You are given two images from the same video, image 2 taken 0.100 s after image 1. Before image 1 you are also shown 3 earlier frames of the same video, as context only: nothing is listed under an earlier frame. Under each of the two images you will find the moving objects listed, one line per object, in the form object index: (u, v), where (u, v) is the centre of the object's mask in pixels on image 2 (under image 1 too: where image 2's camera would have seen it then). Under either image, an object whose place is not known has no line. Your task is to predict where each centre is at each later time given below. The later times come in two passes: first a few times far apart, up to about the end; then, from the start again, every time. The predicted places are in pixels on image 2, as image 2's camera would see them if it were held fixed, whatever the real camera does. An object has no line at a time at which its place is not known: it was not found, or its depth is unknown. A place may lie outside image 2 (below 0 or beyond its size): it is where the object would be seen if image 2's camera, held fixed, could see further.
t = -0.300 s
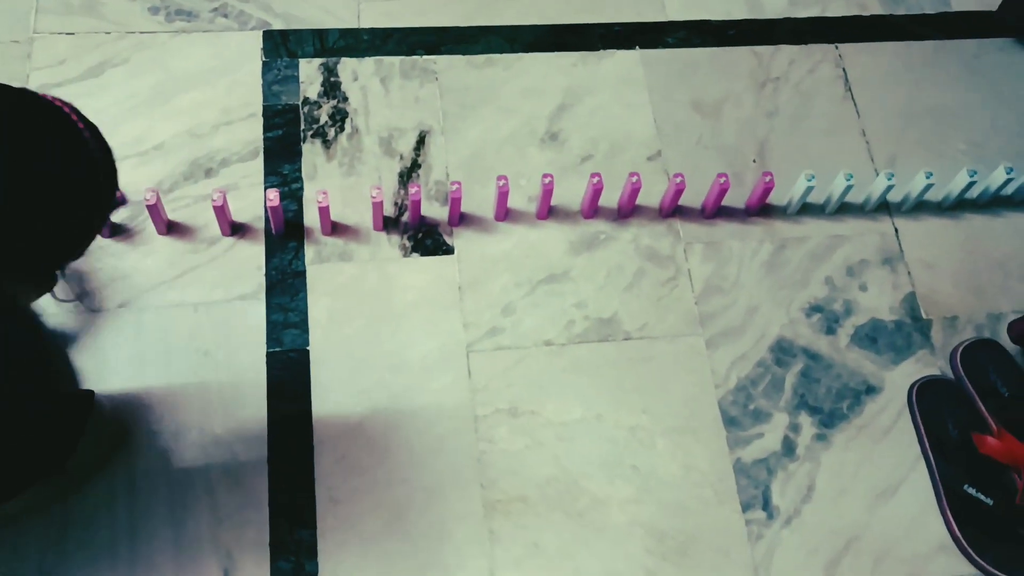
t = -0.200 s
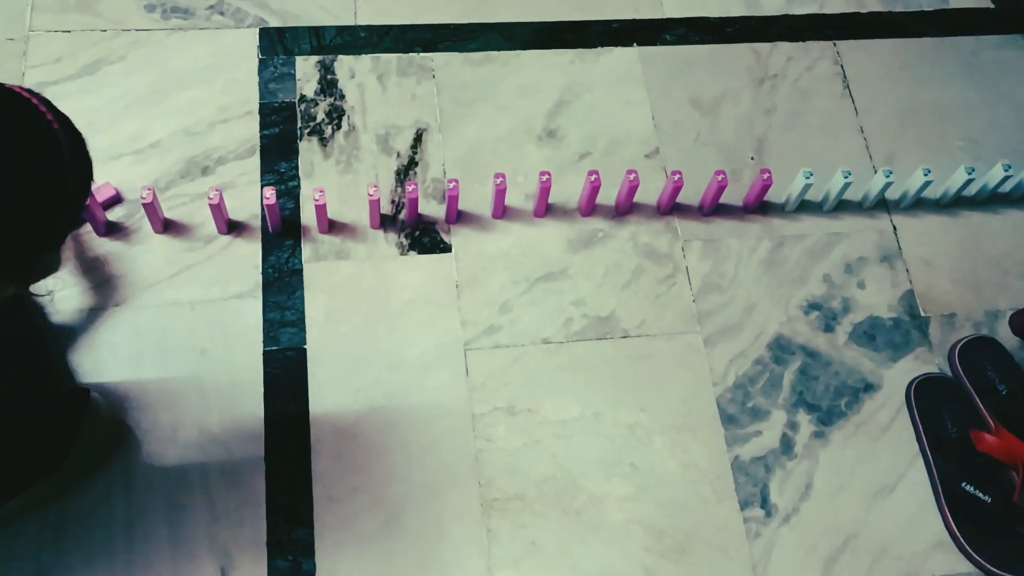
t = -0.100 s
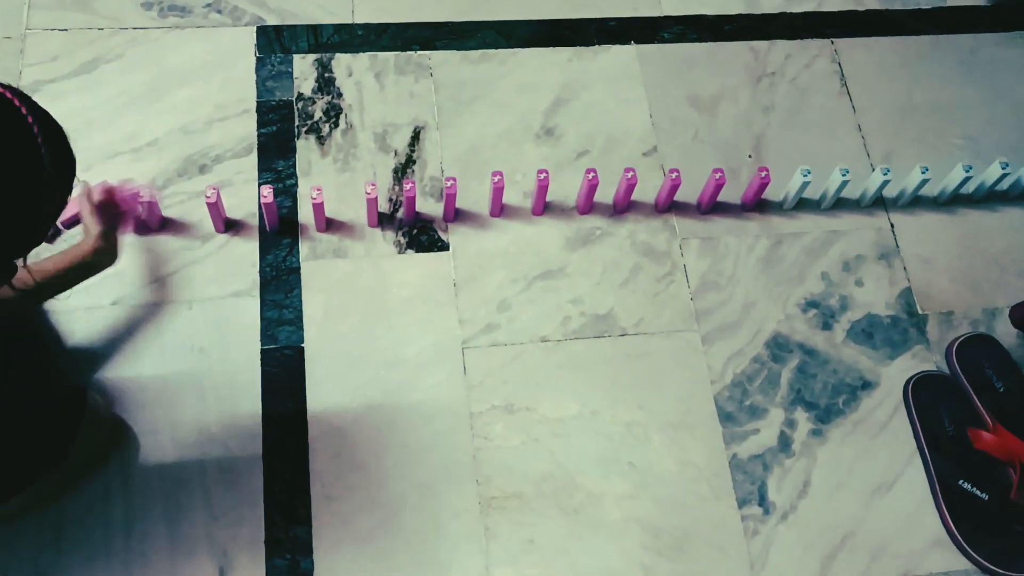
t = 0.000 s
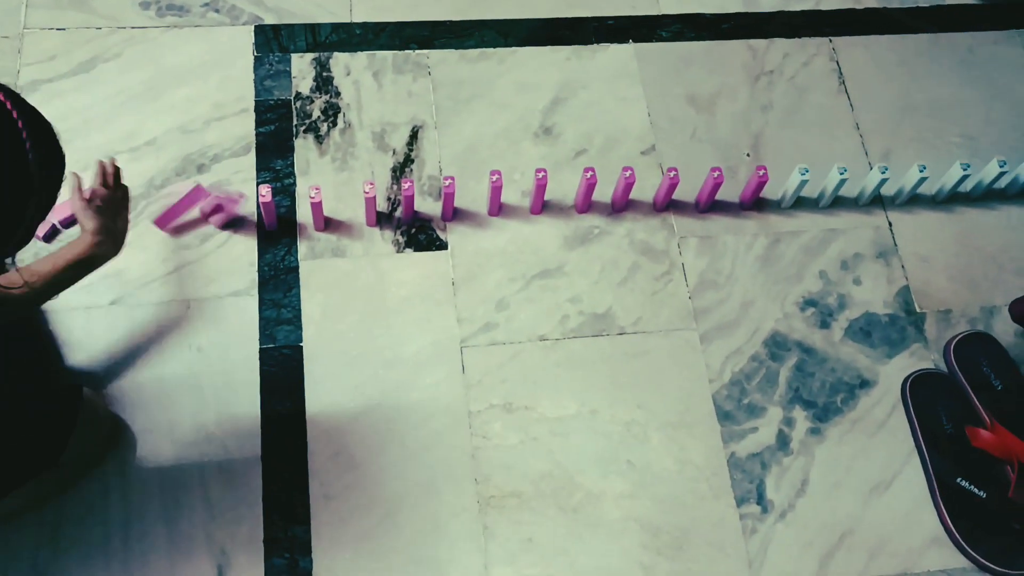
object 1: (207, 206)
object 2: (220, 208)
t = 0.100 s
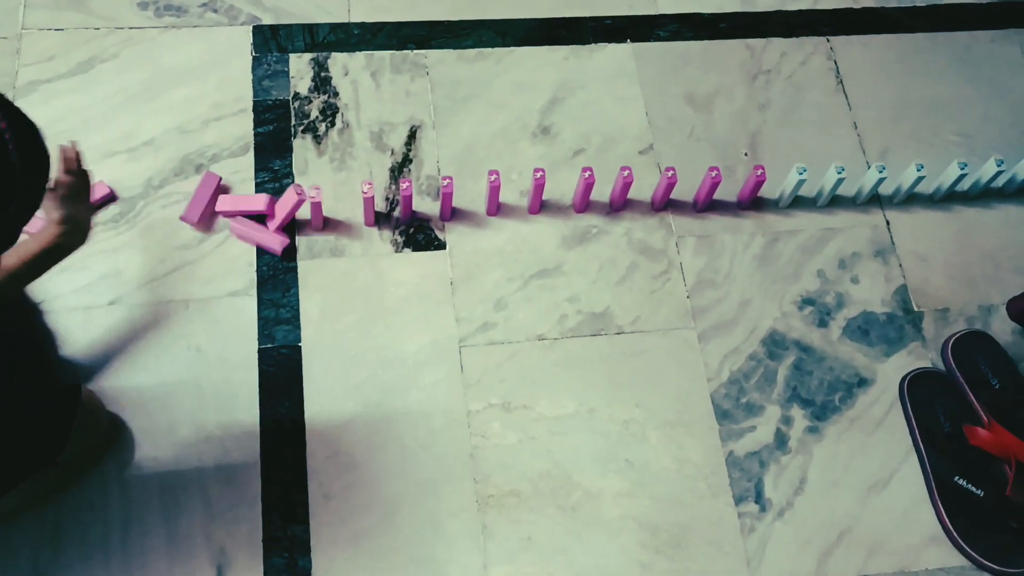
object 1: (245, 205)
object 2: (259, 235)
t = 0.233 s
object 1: (250, 200)
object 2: (264, 257)
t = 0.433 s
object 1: (251, 199)
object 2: (253, 275)
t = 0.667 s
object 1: (250, 199)
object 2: (252, 277)
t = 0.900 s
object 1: (251, 199)
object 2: (252, 277)
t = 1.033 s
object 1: (251, 199)
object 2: (252, 277)
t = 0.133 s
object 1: (246, 204)
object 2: (262, 241)
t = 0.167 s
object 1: (247, 202)
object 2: (264, 247)
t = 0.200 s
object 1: (249, 201)
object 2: (265, 254)
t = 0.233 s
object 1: (250, 200)
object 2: (264, 257)
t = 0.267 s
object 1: (251, 199)
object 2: (262, 260)
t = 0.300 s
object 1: (250, 199)
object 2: (260, 263)
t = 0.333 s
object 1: (250, 199)
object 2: (260, 266)
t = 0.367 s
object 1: (251, 199)
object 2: (258, 269)
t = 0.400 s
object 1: (251, 199)
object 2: (256, 273)
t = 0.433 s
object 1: (251, 199)
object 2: (253, 275)
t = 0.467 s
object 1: (251, 199)
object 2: (252, 277)
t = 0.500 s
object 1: (251, 199)
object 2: (252, 276)
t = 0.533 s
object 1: (251, 199)
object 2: (252, 277)
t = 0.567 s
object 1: (250, 199)
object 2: (252, 277)
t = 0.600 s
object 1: (251, 199)
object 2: (252, 277)
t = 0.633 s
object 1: (250, 199)
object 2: (252, 277)
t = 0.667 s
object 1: (250, 199)
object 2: (252, 277)
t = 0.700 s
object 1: (250, 199)
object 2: (252, 277)
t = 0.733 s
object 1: (251, 199)
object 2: (252, 277)
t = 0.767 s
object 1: (251, 199)
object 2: (252, 277)
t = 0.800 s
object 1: (251, 199)
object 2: (253, 277)
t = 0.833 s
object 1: (251, 199)
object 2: (252, 277)
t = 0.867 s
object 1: (251, 199)
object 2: (252, 277)
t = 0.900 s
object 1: (251, 199)
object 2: (252, 277)
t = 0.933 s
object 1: (251, 199)
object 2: (252, 277)
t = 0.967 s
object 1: (250, 199)
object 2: (252, 277)
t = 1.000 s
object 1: (251, 199)
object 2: (252, 277)
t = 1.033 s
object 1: (251, 199)
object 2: (252, 277)
